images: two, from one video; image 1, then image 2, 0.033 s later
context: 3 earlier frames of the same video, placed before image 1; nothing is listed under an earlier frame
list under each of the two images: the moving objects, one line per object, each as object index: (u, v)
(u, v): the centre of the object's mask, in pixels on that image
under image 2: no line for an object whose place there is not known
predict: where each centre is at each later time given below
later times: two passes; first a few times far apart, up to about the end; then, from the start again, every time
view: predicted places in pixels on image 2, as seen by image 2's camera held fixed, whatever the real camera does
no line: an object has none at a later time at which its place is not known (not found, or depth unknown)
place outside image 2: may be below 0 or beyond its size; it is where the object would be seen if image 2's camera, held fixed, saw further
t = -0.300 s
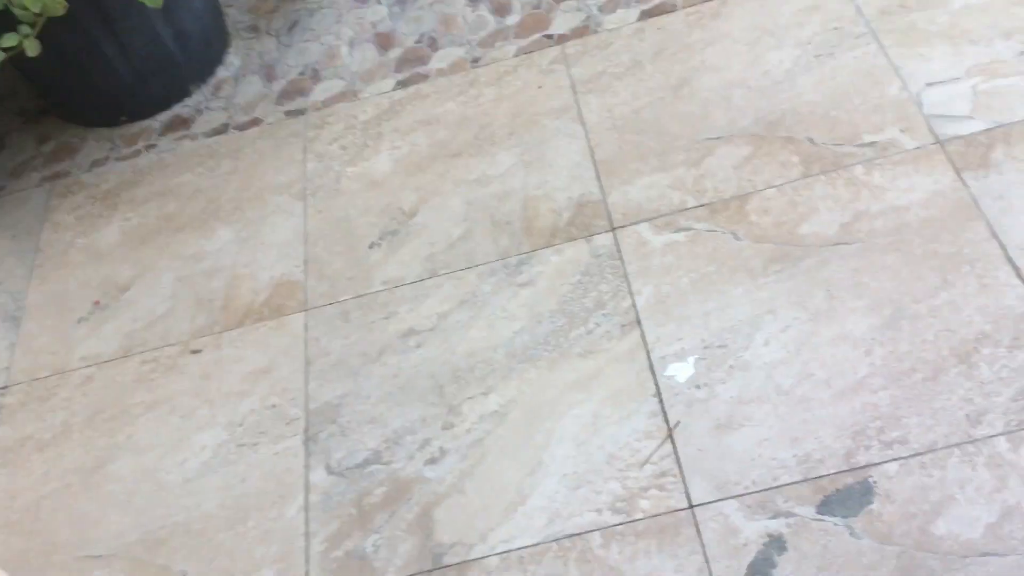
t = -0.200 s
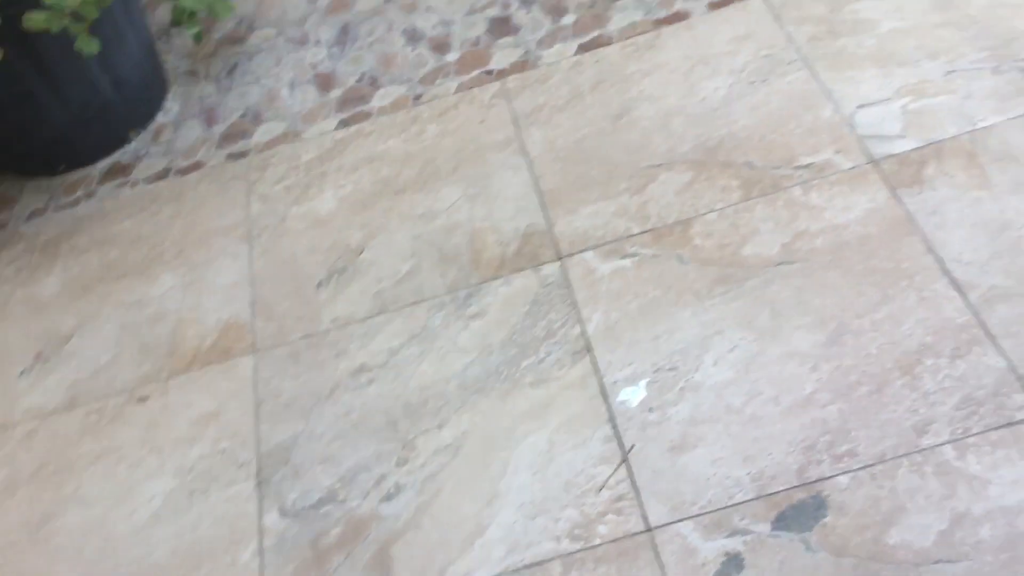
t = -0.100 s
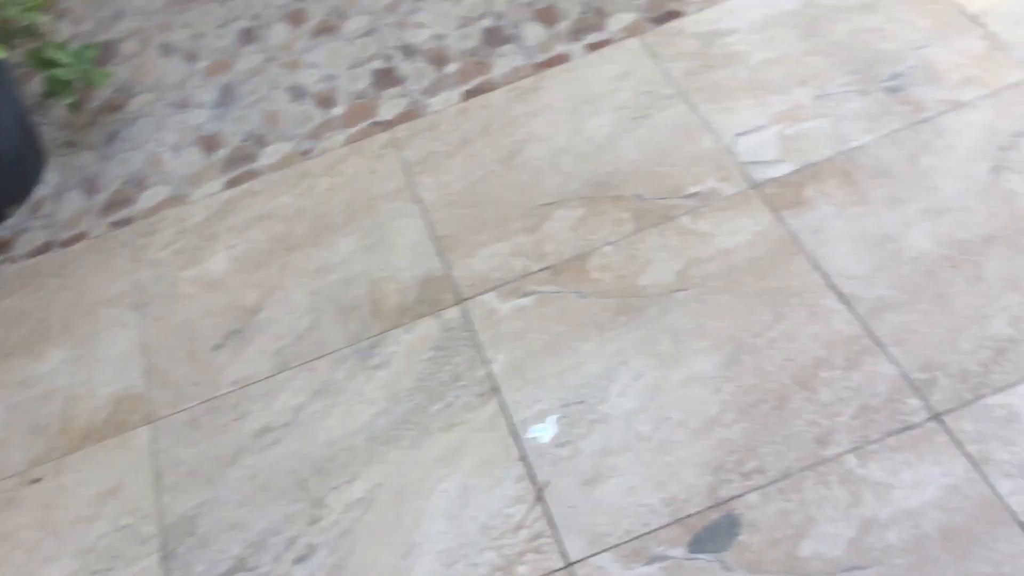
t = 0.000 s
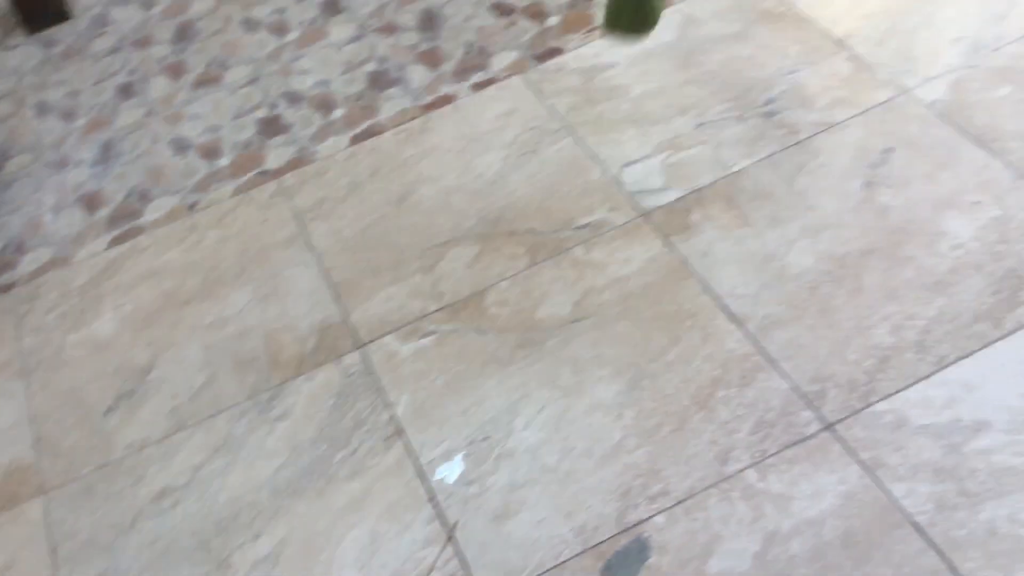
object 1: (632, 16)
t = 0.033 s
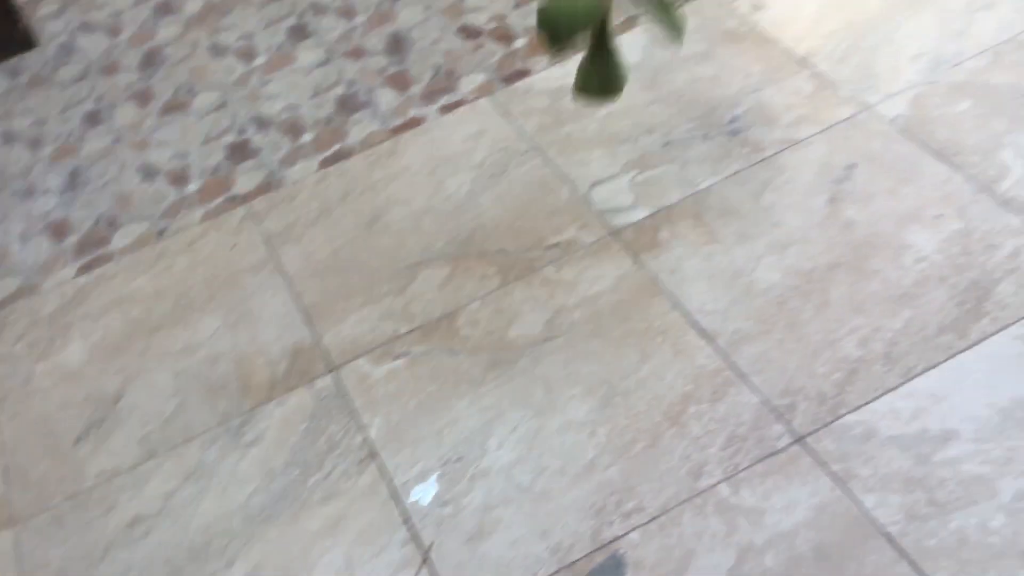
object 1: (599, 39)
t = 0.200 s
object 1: (612, 51)
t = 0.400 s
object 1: (615, -20)
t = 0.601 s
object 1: (655, -34)
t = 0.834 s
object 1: (685, -32)
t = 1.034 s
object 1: (690, -32)
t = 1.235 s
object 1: (690, -32)
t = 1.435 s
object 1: (690, -32)
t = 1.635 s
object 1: (690, -32)
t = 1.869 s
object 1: (690, -32)
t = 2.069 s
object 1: (691, -32)
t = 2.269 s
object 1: (690, -32)
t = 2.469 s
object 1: (689, -32)
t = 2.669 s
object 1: (690, -32)
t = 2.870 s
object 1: (690, -32)
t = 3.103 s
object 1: (690, -32)
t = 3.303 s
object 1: (691, -32)
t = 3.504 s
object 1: (691, -32)
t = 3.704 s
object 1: (690, -32)
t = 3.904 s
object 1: (690, -32)
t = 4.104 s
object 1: (690, -32)
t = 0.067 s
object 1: (609, 57)
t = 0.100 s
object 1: (606, 74)
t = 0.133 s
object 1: (607, 78)
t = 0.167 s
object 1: (610, 69)
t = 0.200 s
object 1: (612, 51)
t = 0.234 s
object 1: (610, 30)
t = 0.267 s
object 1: (616, 7)
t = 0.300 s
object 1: (613, -6)
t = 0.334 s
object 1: (614, -13)
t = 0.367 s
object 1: (614, -18)
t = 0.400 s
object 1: (615, -20)
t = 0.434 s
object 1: (617, -21)
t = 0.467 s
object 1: (620, -23)
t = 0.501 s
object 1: (628, -27)
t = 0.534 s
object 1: (641, -34)
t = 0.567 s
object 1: (648, -35)
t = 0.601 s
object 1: (655, -34)
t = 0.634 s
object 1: (659, -35)
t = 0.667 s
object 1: (668, -34)
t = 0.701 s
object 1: (674, -34)
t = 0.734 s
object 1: (680, -33)
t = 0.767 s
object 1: (684, -32)
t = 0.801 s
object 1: (685, -32)
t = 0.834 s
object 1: (685, -32)
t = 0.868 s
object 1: (686, -32)
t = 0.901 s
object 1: (688, -32)
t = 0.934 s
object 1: (688, -31)
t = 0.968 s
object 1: (689, -31)
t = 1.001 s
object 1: (690, -32)
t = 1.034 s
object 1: (690, -32)
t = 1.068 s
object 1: (689, -32)
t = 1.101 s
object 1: (689, -32)
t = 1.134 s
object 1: (690, -32)
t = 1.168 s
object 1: (690, -32)
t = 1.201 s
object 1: (690, -32)
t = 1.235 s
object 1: (690, -32)
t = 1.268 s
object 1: (690, -32)
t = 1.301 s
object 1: (690, -32)
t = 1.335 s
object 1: (690, -32)
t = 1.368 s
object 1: (690, -32)
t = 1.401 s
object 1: (690, -32)
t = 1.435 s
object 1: (690, -32)
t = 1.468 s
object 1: (690, -32)
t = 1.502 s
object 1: (690, -32)
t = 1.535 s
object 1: (690, -32)
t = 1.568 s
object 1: (690, -32)
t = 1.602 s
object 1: (690, -32)
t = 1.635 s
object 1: (690, -32)
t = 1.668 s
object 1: (690, -32)
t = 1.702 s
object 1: (690, -32)
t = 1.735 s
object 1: (690, -32)
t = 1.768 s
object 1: (690, -32)
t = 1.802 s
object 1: (690, -32)
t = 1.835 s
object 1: (690, -32)
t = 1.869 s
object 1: (690, -32)
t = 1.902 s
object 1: (690, -32)
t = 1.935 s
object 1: (690, -32)
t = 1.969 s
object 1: (691, -32)
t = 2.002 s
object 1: (690, -32)
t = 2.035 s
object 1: (690, -32)
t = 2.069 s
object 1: (691, -32)
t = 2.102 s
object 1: (690, -32)
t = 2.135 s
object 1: (690, -31)
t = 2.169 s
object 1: (690, -32)
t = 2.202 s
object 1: (691, -32)
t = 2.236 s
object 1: (691, -32)
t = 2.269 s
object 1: (690, -32)
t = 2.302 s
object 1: (690, -32)
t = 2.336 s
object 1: (690, -32)
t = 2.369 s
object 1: (690, -32)
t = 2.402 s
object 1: (690, -32)
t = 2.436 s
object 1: (690, -32)
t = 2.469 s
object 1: (689, -32)
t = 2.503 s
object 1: (690, -32)
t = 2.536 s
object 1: (690, -32)
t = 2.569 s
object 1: (690, -32)
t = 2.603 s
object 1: (690, -32)
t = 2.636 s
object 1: (690, -32)
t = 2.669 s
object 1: (690, -32)
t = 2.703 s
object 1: (690, -32)
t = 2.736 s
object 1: (690, -32)
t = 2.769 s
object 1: (689, -32)
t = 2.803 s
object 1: (690, -32)
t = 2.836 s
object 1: (690, -32)
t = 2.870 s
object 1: (690, -32)
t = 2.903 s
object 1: (690, -32)
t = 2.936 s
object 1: (690, -32)
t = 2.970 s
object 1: (690, -32)
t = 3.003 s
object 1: (690, -32)
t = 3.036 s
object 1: (690, -32)
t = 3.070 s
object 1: (690, -32)
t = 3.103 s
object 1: (690, -32)
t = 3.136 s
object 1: (691, -32)
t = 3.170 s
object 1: (690, -32)
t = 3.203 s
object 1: (691, -32)
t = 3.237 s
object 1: (691, -32)
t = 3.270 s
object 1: (691, -32)
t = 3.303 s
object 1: (691, -32)
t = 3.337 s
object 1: (691, -32)
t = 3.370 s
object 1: (691, -32)
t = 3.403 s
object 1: (691, -32)
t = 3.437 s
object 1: (690, -32)
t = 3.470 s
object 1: (691, -32)
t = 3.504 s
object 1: (691, -32)
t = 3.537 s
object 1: (690, -32)
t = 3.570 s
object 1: (690, -32)
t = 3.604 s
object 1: (691, -32)
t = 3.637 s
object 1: (690, -32)
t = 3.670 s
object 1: (690, -32)
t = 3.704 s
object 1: (690, -32)
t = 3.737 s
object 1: (690, -32)
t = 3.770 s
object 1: (690, -32)
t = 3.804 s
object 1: (690, -32)
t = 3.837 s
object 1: (690, -32)
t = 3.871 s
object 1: (690, -32)
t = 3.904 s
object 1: (690, -32)
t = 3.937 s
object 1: (690, -32)
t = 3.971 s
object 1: (689, -32)
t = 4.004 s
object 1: (690, -32)
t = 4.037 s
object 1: (690, -32)
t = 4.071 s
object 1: (690, -32)
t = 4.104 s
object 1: (690, -32)
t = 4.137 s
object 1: (690, -32)
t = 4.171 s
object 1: (690, -32)
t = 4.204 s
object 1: (690, -32)
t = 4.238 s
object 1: (690, -32)
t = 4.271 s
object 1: (691, -32)
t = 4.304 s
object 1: (692, -33)
